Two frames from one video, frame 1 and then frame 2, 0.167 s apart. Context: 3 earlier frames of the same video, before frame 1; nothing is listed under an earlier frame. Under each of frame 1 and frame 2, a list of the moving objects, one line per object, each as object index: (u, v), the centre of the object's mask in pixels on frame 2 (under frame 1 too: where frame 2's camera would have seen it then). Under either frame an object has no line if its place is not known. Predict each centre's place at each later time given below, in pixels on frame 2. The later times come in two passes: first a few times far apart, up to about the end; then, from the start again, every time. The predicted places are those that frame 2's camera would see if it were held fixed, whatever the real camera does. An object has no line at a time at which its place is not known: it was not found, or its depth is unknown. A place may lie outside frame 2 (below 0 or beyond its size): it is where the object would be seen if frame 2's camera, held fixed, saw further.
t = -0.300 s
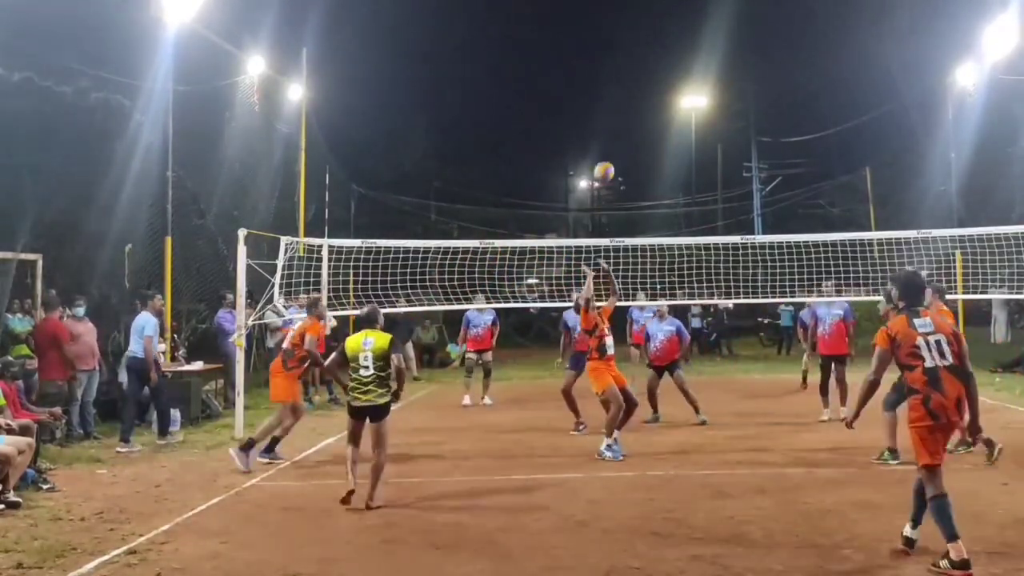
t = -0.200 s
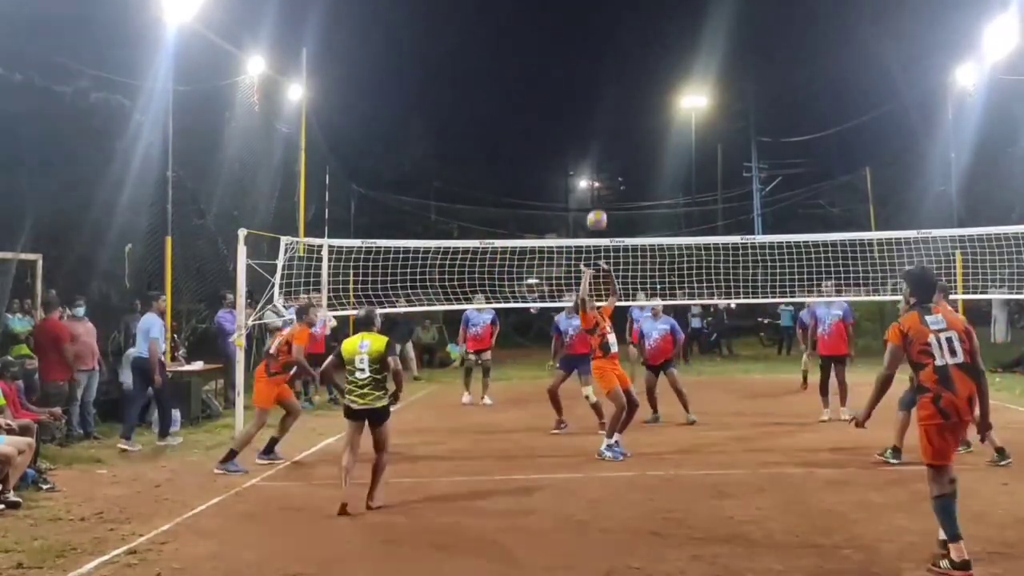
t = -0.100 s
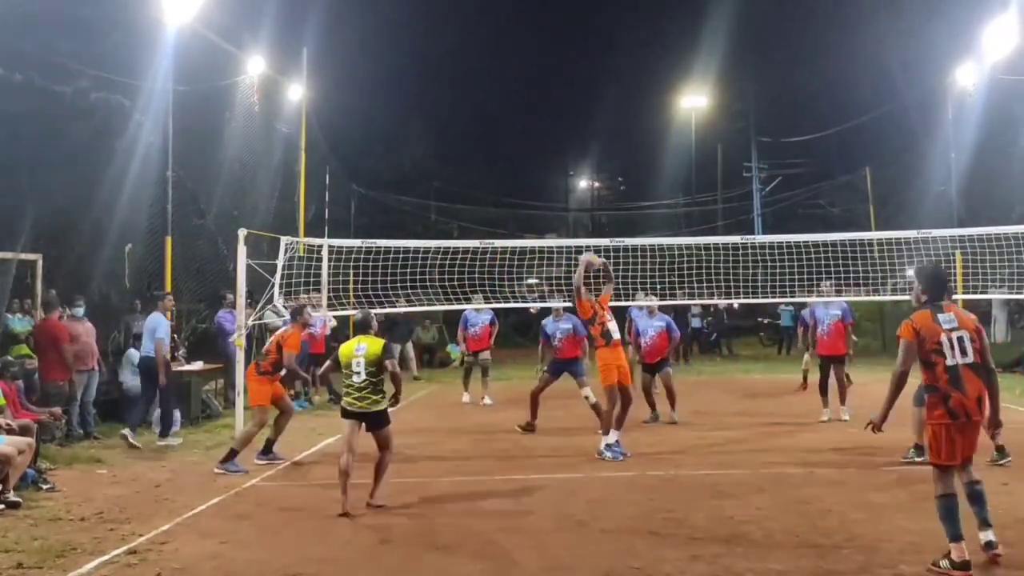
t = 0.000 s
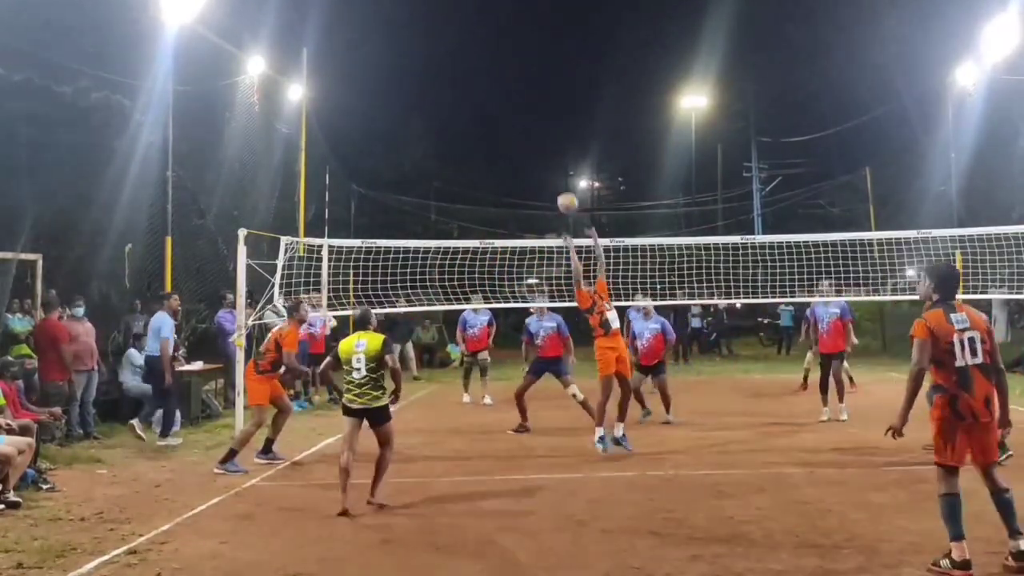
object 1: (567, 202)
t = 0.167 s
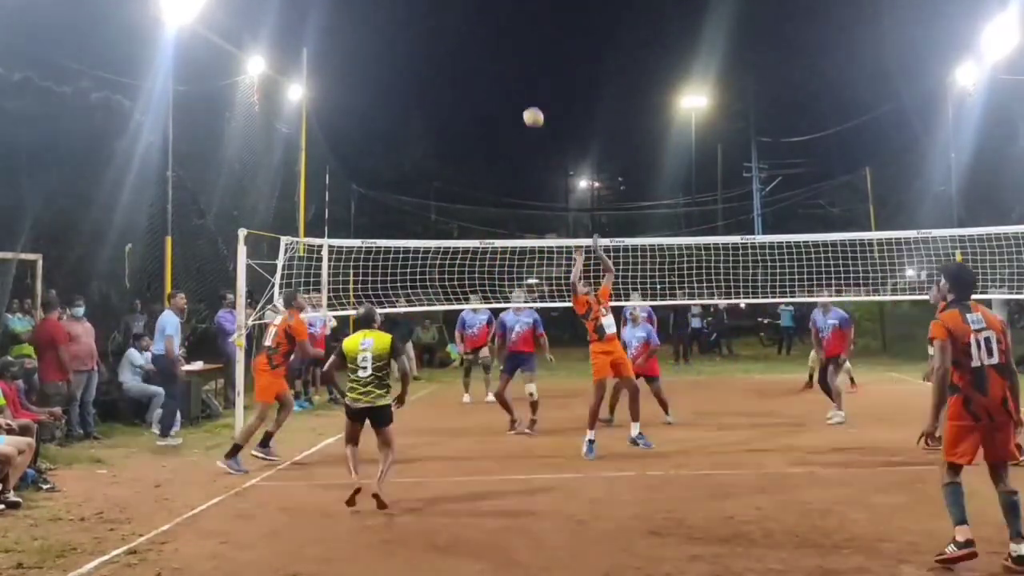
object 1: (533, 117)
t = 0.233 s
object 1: (520, 91)
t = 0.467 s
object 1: (476, 34)
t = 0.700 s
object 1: (436, 27)
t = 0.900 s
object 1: (404, 57)
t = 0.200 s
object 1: (526, 103)
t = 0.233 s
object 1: (520, 91)
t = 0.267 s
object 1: (514, 80)
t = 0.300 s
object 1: (507, 69)
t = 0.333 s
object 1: (501, 61)
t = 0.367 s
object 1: (495, 53)
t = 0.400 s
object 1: (488, 45)
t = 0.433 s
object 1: (482, 39)
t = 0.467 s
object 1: (476, 34)
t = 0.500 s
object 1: (470, 30)
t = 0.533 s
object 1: (465, 28)
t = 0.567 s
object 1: (459, 26)
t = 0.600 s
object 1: (453, 24)
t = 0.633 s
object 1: (447, 24)
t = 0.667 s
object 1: (442, 25)
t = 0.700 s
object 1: (436, 27)
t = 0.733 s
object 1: (431, 30)
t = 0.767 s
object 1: (425, 33)
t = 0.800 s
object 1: (420, 38)
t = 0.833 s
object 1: (415, 43)
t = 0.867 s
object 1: (410, 49)
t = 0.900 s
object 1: (404, 57)
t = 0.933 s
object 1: (399, 65)
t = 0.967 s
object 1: (394, 73)
